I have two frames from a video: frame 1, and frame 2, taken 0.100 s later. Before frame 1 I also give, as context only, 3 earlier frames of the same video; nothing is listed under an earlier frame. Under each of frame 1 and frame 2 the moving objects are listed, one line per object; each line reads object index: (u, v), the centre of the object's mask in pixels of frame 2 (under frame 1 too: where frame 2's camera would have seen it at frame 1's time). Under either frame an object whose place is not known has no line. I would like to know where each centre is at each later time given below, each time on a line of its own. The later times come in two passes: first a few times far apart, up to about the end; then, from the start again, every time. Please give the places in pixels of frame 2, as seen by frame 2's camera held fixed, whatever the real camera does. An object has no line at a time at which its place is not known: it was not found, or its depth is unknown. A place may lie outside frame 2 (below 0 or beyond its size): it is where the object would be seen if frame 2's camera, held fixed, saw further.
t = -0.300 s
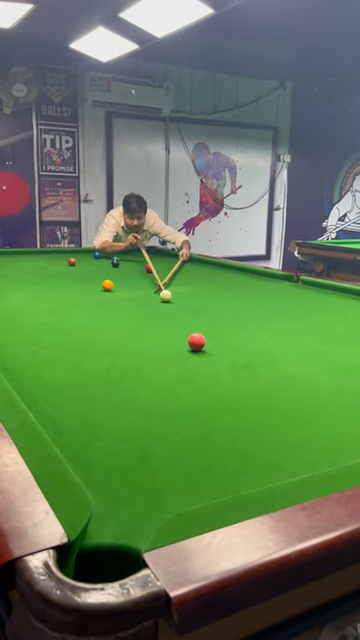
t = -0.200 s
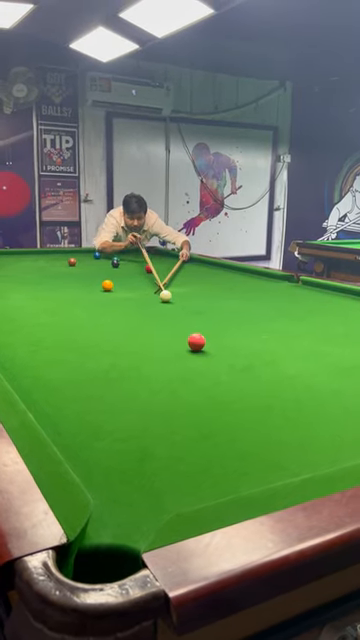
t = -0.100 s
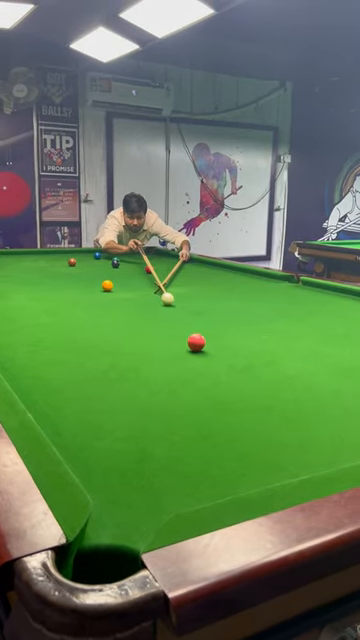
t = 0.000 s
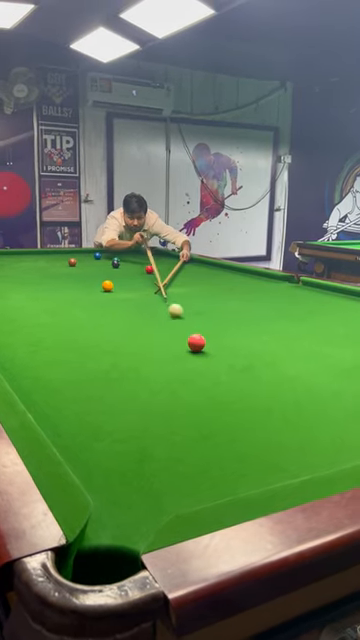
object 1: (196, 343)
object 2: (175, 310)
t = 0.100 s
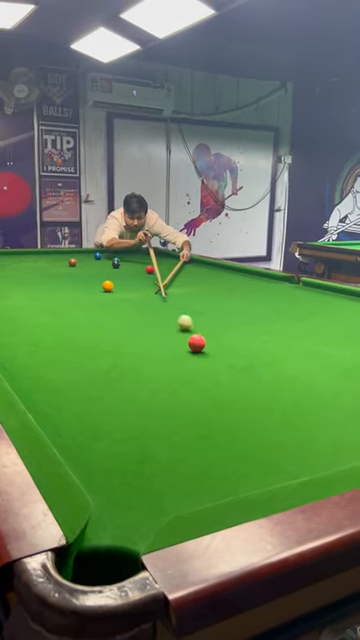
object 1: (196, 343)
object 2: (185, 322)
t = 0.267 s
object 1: (194, 350)
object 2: (206, 339)
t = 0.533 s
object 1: (178, 392)
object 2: (250, 351)
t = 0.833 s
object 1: (151, 466)
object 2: (308, 369)
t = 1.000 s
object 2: (343, 381)
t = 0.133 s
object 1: (196, 343)
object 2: (188, 327)
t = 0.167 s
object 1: (196, 343)
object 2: (191, 330)
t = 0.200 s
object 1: (196, 343)
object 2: (195, 332)
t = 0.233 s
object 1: (196, 345)
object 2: (202, 335)
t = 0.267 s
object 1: (194, 350)
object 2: (206, 339)
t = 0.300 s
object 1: (192, 355)
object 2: (211, 340)
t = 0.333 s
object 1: (190, 360)
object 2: (216, 341)
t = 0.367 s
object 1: (188, 365)
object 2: (222, 343)
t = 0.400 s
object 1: (186, 370)
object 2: (227, 344)
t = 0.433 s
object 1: (185, 375)
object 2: (233, 346)
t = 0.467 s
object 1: (182, 380)
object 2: (238, 348)
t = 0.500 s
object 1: (181, 386)
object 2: (244, 349)
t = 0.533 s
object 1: (178, 392)
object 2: (250, 351)
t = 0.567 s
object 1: (176, 398)
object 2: (256, 353)
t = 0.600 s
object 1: (173, 405)
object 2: (262, 355)
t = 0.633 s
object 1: (171, 412)
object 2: (268, 357)
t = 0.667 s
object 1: (168, 420)
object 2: (275, 359)
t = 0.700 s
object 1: (165, 428)
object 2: (281, 361)
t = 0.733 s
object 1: (162, 436)
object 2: (288, 363)
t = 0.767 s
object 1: (159, 446)
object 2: (294, 365)
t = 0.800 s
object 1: (155, 456)
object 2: (301, 367)
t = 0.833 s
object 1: (151, 466)
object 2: (308, 369)
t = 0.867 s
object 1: (146, 479)
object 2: (314, 372)
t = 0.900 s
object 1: (141, 492)
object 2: (322, 374)
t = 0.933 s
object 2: (329, 376)
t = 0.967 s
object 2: (336, 378)
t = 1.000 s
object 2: (343, 381)
